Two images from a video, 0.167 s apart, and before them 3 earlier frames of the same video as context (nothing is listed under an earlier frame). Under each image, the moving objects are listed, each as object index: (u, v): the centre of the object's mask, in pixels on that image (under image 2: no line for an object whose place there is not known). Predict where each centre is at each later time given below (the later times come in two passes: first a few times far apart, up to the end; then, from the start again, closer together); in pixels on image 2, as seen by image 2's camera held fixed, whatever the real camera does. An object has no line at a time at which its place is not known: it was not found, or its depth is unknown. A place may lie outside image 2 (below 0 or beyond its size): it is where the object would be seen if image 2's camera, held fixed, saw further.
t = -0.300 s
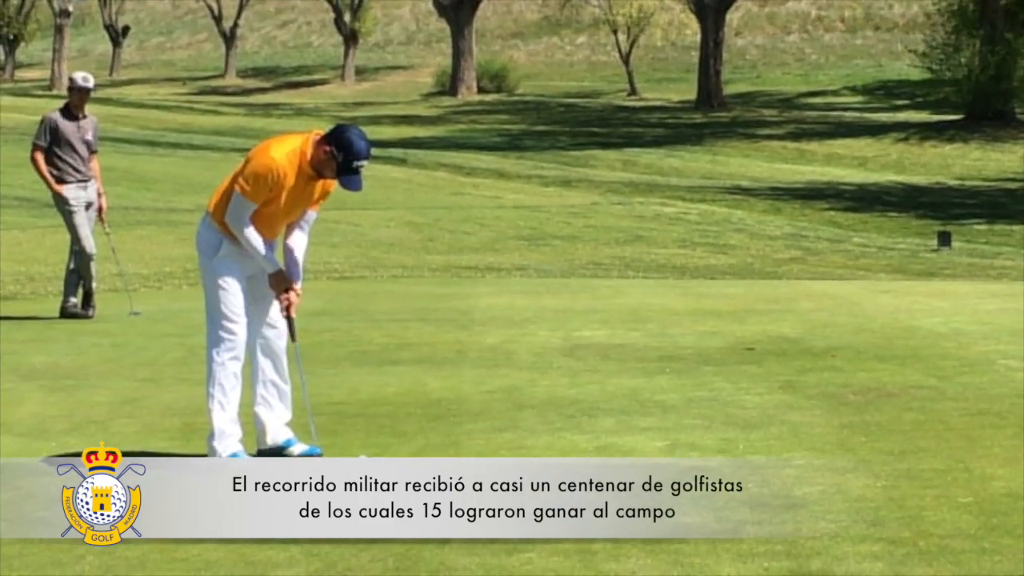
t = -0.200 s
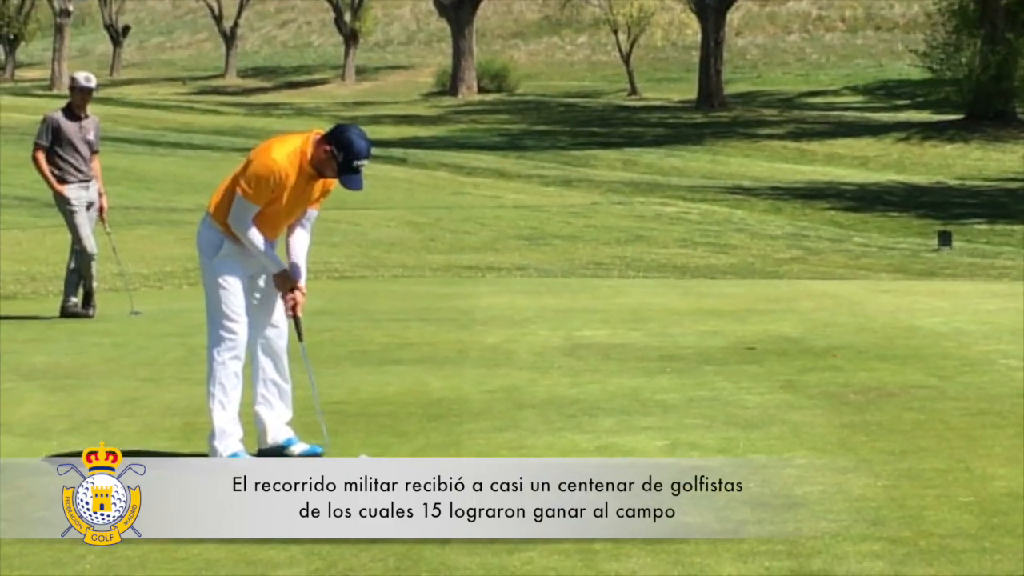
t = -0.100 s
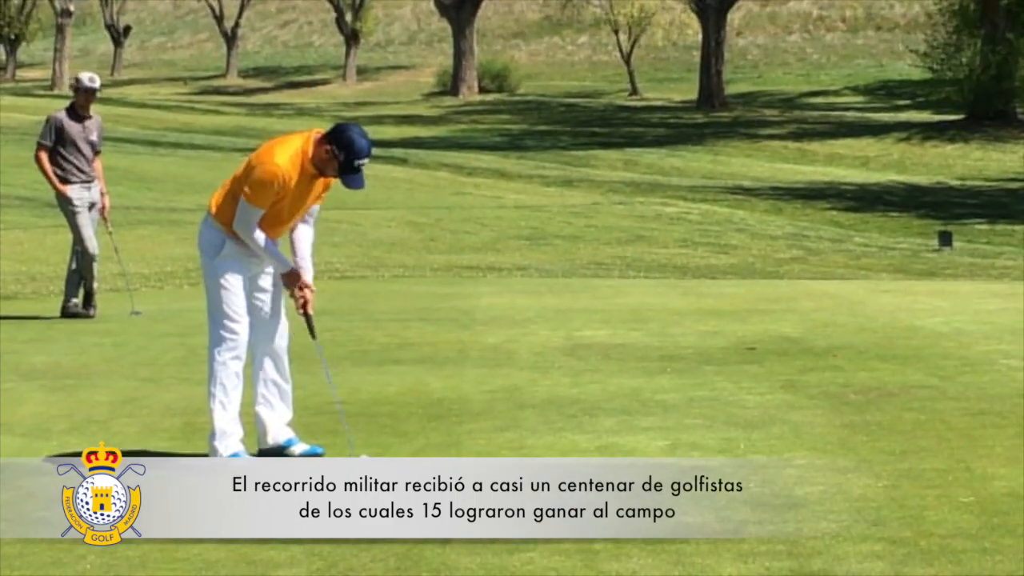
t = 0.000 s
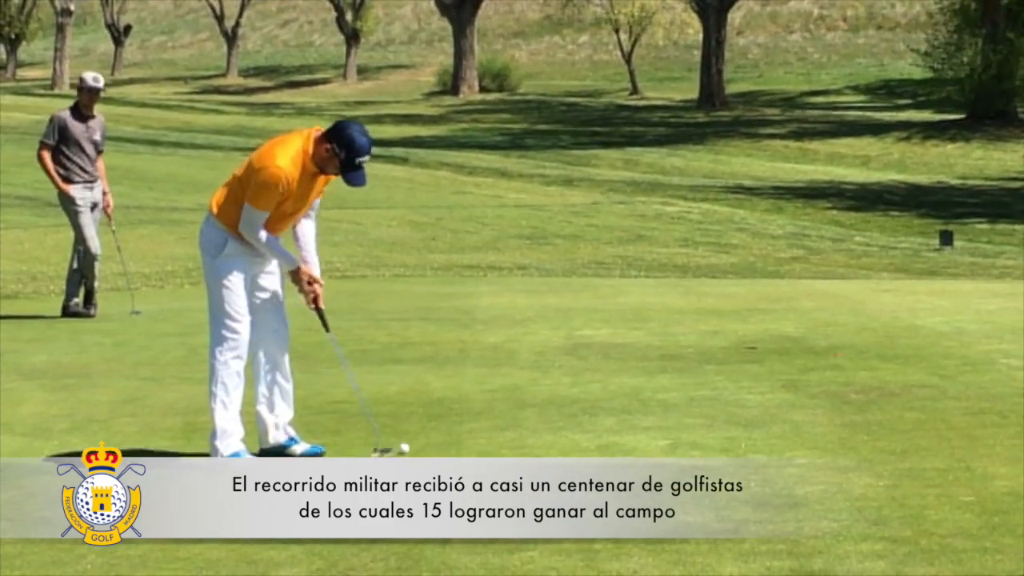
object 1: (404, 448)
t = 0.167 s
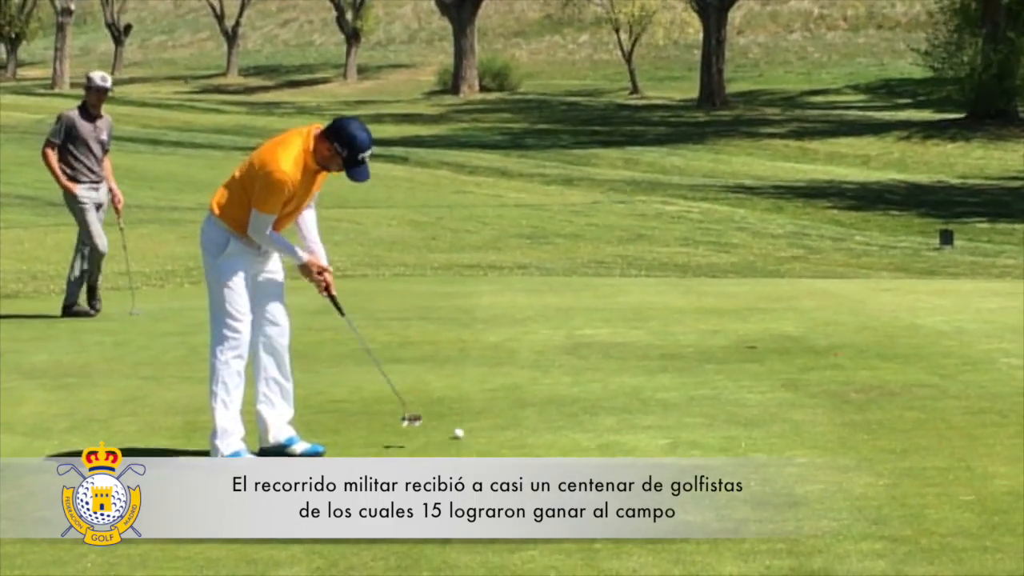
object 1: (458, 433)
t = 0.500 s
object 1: (541, 411)
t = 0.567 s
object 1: (554, 407)
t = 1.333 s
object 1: (668, 374)
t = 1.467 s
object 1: (680, 371)
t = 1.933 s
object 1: (705, 359)
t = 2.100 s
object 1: (709, 356)
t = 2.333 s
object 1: (712, 352)
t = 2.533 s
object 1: (713, 349)
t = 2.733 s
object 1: (712, 348)
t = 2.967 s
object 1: (711, 347)
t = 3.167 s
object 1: (708, 346)
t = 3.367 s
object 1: (705, 346)
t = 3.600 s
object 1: (704, 346)
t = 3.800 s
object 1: (704, 346)
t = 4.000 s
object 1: (704, 346)
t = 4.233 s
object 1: (704, 346)
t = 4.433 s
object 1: (703, 345)
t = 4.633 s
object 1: (704, 346)
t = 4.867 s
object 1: (704, 346)
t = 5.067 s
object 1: (704, 346)
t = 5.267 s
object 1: (704, 346)
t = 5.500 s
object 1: (703, 346)
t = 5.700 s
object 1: (703, 346)
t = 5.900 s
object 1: (703, 346)
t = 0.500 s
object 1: (541, 411)
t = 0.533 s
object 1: (547, 409)
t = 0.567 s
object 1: (554, 407)
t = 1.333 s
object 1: (668, 374)
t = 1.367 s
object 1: (671, 373)
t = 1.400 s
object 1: (673, 372)
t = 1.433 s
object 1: (676, 371)
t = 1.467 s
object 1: (680, 371)
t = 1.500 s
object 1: (682, 370)
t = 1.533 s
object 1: (684, 369)
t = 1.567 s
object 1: (687, 368)
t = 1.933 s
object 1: (705, 359)
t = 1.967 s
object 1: (706, 358)
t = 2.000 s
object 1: (707, 357)
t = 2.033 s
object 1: (708, 357)
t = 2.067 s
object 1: (708, 356)
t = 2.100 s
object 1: (709, 356)
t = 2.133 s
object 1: (710, 355)
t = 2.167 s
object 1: (710, 354)
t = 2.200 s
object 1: (711, 354)
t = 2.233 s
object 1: (712, 353)
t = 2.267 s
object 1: (712, 353)
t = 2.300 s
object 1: (712, 352)
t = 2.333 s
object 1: (712, 352)
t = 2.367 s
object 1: (713, 351)
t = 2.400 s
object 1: (712, 351)
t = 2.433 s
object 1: (713, 351)
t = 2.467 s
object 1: (712, 350)
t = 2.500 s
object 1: (712, 350)
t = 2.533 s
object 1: (713, 349)
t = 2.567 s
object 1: (713, 349)
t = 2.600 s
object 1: (713, 349)
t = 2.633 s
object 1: (712, 349)
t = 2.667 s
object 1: (712, 348)
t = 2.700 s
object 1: (712, 348)
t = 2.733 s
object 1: (712, 348)
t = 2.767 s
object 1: (712, 347)
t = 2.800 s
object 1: (712, 347)
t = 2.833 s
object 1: (712, 347)
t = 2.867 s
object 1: (711, 347)
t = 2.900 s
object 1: (711, 347)
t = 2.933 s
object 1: (711, 346)
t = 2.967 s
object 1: (711, 347)
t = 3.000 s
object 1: (710, 346)
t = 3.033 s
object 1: (710, 346)
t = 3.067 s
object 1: (709, 346)
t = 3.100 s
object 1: (709, 346)
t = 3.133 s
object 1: (708, 346)
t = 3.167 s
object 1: (708, 346)
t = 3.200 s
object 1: (707, 346)
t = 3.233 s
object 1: (707, 346)
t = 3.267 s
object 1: (706, 346)
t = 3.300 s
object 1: (705, 346)
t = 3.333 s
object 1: (705, 346)
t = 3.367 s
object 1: (705, 346)
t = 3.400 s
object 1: (705, 346)
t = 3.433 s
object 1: (705, 346)
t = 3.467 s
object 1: (704, 345)
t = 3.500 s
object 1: (704, 346)
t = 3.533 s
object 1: (704, 346)
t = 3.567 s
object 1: (704, 346)
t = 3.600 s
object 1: (704, 346)
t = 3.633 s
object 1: (704, 345)
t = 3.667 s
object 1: (704, 346)
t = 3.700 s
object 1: (704, 346)
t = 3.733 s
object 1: (704, 346)
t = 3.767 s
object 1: (704, 346)
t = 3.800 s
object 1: (704, 346)
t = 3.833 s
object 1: (704, 346)
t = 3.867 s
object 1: (704, 346)
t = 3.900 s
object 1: (704, 346)
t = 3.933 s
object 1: (704, 345)
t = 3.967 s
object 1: (704, 345)
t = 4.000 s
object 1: (704, 346)
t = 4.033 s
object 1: (704, 346)
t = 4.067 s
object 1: (704, 346)
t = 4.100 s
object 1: (704, 345)
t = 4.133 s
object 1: (704, 345)
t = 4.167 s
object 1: (704, 346)
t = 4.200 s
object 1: (704, 346)
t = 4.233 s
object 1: (704, 346)
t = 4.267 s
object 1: (704, 346)
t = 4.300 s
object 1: (704, 346)
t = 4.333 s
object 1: (704, 346)
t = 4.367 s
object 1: (704, 345)
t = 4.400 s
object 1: (704, 345)
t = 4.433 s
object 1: (703, 345)
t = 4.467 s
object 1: (704, 345)
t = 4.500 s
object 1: (704, 345)
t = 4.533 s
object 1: (704, 346)
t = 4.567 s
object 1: (704, 346)
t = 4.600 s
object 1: (704, 345)
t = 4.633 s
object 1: (704, 346)
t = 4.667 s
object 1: (704, 346)
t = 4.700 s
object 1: (704, 346)
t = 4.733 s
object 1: (704, 346)
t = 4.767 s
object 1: (704, 345)
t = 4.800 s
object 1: (704, 345)
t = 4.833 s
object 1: (704, 345)
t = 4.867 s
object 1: (704, 346)
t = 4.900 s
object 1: (704, 346)
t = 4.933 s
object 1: (703, 345)
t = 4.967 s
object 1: (703, 345)
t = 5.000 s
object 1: (703, 346)
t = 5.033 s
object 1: (703, 346)
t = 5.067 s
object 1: (704, 346)
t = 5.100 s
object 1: (703, 345)
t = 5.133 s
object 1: (703, 346)
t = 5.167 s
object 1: (704, 346)
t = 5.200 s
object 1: (704, 346)
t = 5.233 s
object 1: (704, 345)
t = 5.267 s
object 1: (704, 346)
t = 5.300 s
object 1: (704, 346)
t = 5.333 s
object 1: (704, 346)
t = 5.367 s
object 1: (703, 346)
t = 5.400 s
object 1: (704, 346)
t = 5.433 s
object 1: (704, 346)
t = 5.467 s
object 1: (703, 346)
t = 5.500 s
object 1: (703, 346)
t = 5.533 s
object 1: (703, 346)
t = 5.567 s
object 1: (703, 346)
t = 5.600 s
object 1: (703, 346)
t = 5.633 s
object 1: (703, 346)
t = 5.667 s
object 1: (703, 346)
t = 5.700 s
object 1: (703, 346)
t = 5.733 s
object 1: (703, 346)
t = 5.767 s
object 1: (704, 346)
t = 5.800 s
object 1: (703, 346)
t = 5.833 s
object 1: (704, 346)
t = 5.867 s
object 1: (703, 346)
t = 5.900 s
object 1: (703, 346)
